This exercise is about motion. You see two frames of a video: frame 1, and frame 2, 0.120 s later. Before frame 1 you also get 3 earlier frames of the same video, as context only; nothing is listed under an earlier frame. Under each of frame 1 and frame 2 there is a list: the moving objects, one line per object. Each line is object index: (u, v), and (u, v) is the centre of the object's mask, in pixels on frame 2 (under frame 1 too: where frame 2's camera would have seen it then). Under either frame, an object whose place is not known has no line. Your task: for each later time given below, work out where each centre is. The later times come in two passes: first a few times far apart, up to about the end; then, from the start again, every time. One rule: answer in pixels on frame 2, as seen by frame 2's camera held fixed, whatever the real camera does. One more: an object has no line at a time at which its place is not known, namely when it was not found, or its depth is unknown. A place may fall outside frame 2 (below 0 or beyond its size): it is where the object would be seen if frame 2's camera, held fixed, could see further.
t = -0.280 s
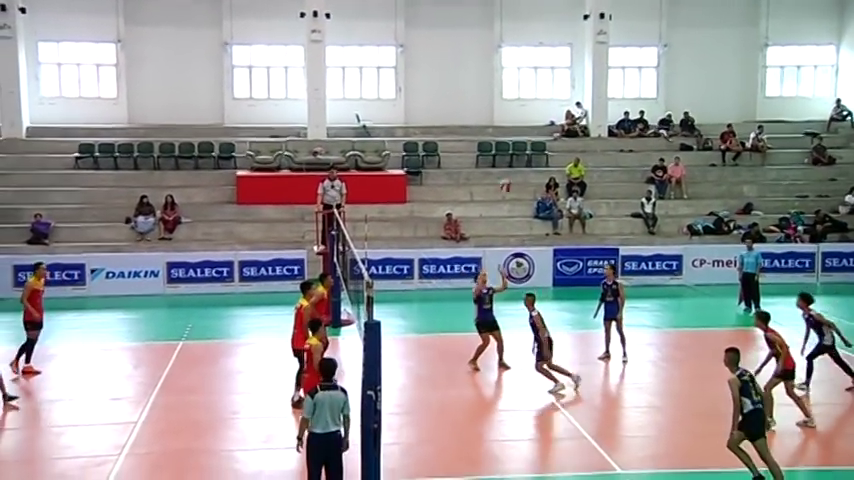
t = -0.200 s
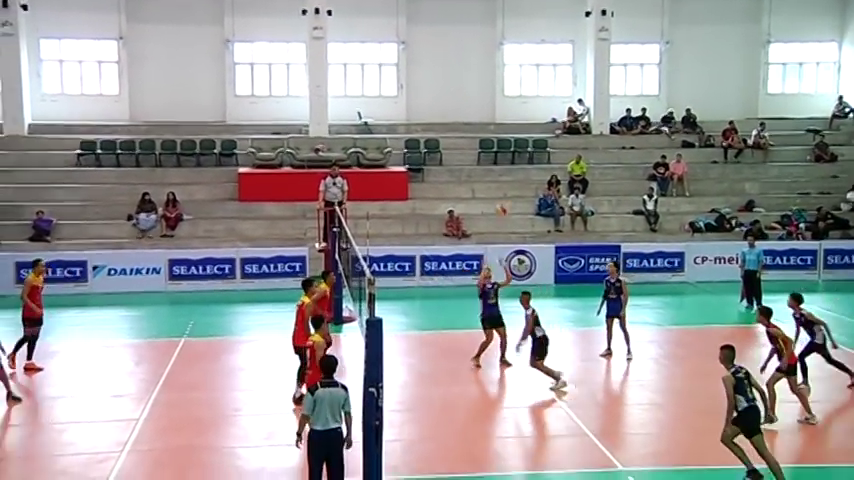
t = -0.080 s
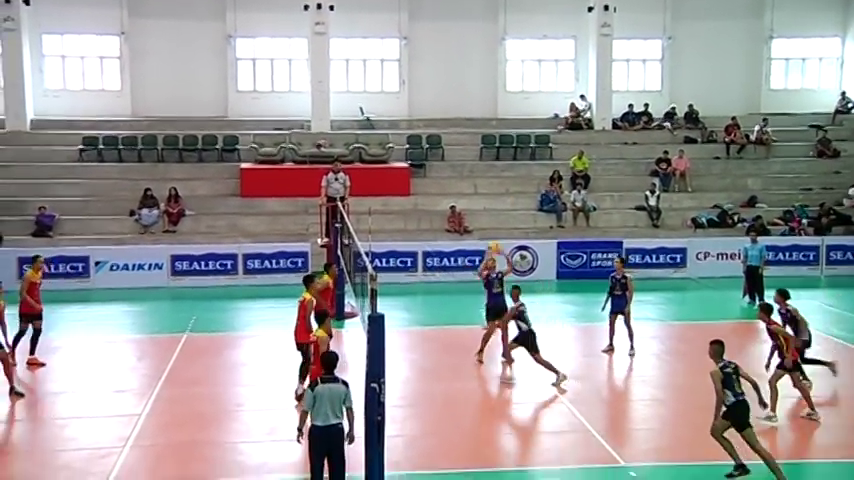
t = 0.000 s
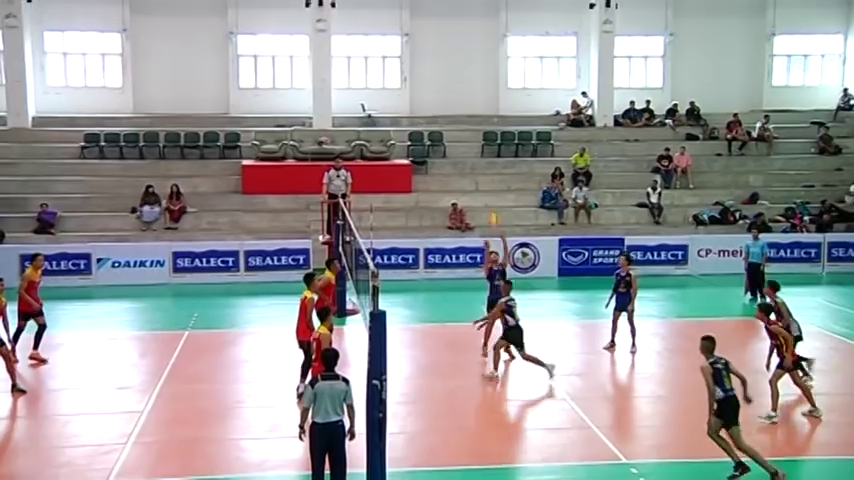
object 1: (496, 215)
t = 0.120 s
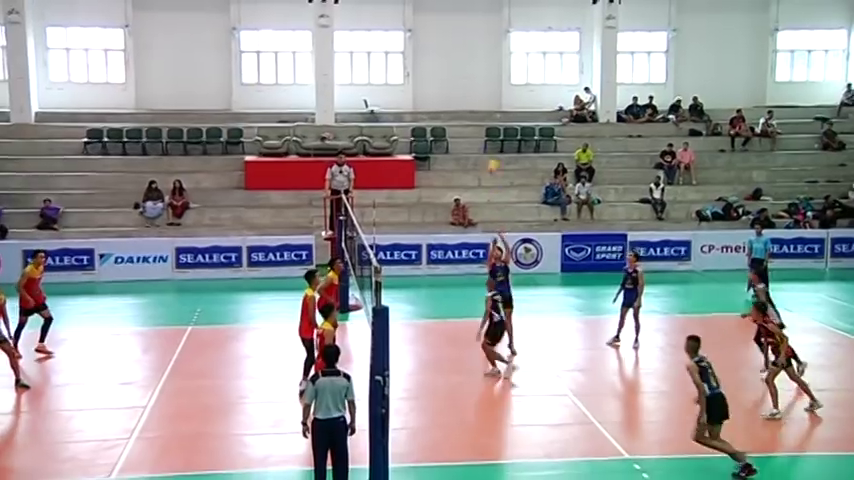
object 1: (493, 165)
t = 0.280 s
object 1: (490, 114)
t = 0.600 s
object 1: (484, 51)
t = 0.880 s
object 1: (478, 50)
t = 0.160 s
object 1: (492, 152)
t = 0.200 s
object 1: (491, 138)
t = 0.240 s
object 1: (492, 124)
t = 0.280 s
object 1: (490, 114)
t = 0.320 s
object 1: (490, 102)
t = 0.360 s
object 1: (489, 92)
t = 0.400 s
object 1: (488, 83)
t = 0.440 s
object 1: (487, 75)
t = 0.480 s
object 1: (486, 67)
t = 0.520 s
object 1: (486, 60)
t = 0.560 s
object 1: (485, 55)
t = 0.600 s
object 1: (484, 51)
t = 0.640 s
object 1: (484, 47)
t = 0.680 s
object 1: (482, 45)
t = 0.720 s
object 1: (482, 44)
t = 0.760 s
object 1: (481, 44)
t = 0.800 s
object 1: (480, 45)
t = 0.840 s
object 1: (478, 46)
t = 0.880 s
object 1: (478, 50)
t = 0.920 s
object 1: (477, 53)
